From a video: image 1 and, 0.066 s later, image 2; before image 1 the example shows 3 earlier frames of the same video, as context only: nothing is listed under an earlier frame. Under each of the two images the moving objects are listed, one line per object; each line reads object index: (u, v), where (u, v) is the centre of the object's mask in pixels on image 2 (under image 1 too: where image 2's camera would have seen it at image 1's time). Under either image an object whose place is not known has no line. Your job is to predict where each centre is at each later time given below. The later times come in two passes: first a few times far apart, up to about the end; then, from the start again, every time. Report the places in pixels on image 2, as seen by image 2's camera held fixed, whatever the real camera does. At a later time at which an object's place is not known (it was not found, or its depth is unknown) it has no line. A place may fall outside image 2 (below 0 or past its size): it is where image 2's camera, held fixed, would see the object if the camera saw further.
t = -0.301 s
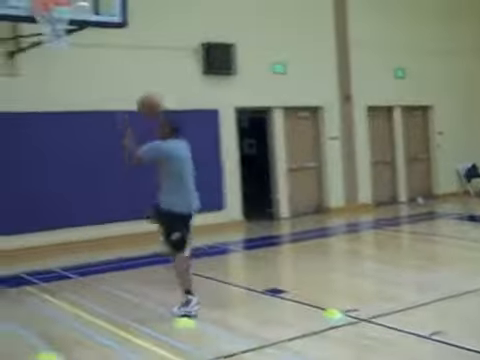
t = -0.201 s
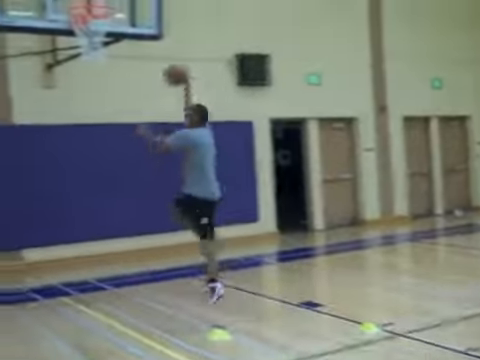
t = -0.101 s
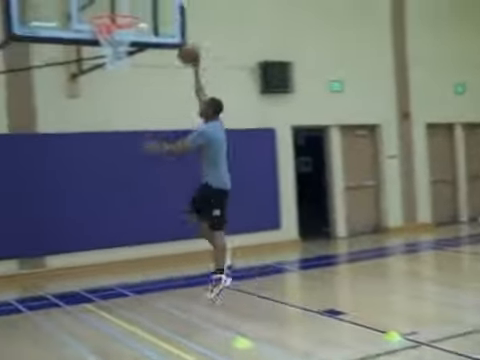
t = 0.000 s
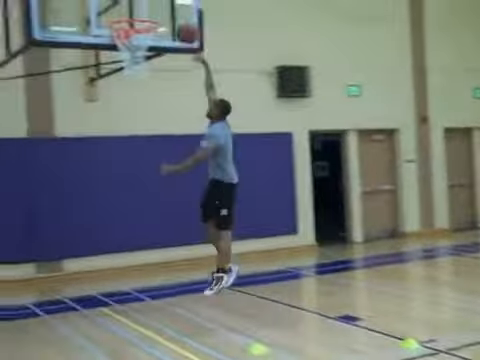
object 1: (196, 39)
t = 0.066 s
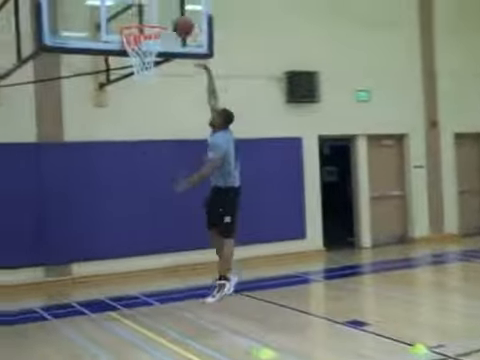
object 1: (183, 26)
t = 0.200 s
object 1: (159, 15)
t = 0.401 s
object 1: (145, 17)
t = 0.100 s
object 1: (177, 23)
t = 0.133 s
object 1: (171, 19)
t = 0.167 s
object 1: (164, 16)
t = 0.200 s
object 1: (159, 15)
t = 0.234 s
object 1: (157, 13)
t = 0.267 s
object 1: (155, 12)
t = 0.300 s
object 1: (153, 12)
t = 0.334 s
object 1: (152, 13)
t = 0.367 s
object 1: (149, 16)
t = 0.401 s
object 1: (145, 17)
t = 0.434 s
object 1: (142, 20)
